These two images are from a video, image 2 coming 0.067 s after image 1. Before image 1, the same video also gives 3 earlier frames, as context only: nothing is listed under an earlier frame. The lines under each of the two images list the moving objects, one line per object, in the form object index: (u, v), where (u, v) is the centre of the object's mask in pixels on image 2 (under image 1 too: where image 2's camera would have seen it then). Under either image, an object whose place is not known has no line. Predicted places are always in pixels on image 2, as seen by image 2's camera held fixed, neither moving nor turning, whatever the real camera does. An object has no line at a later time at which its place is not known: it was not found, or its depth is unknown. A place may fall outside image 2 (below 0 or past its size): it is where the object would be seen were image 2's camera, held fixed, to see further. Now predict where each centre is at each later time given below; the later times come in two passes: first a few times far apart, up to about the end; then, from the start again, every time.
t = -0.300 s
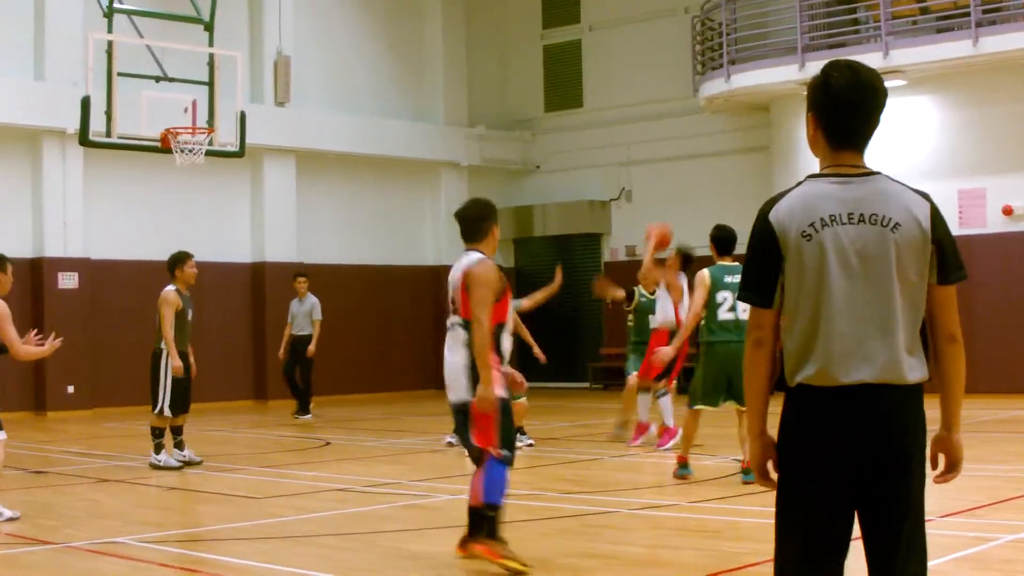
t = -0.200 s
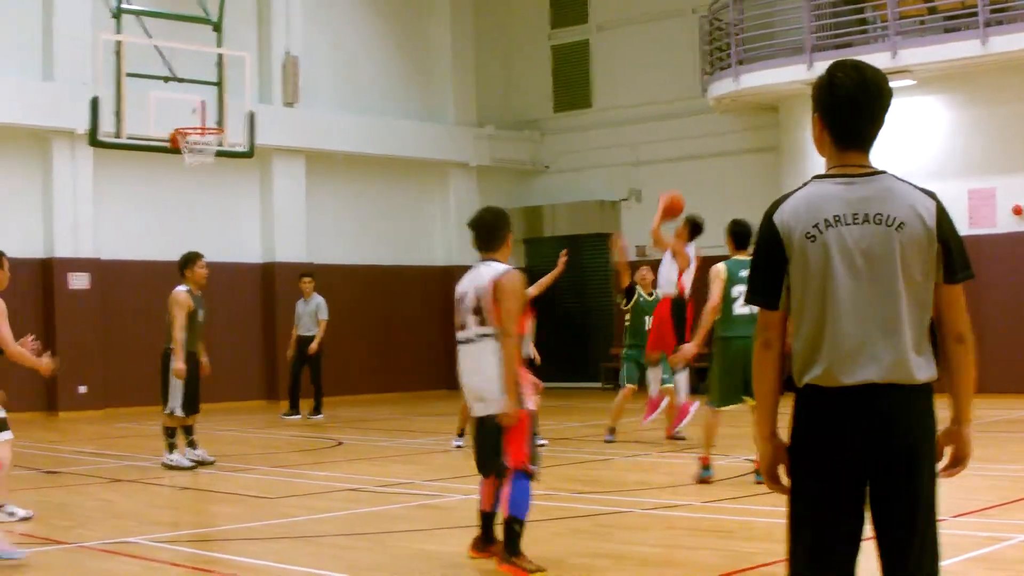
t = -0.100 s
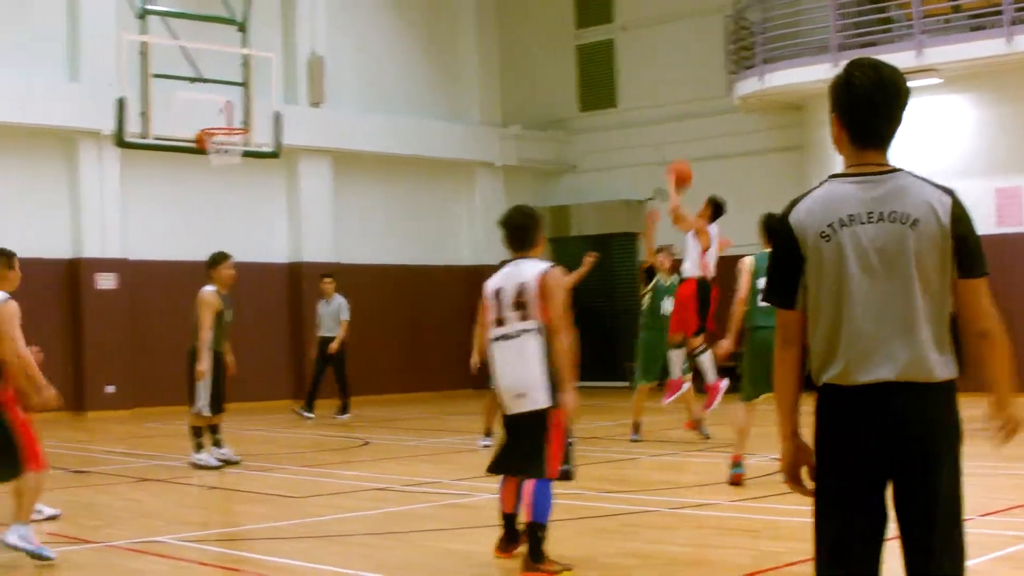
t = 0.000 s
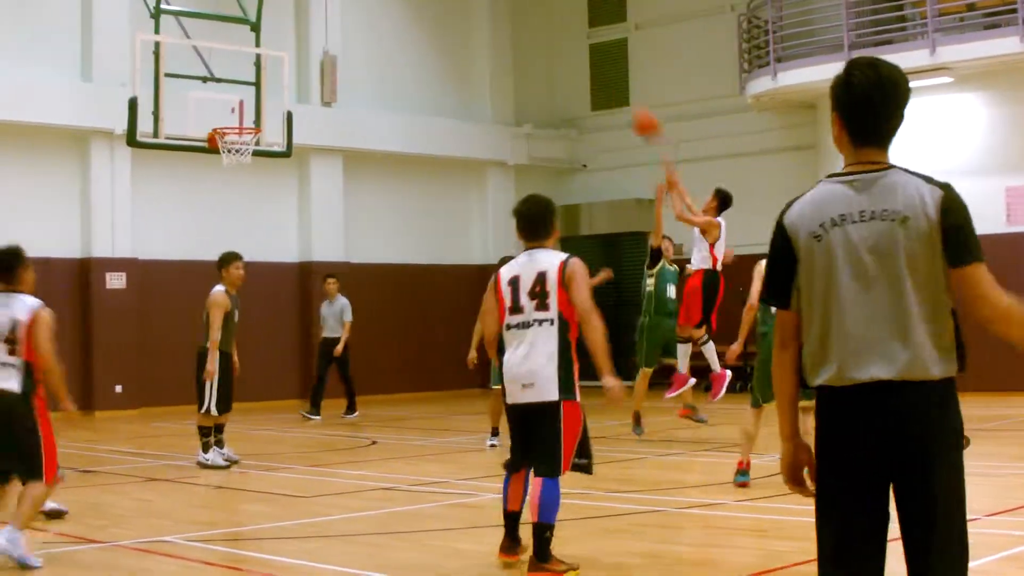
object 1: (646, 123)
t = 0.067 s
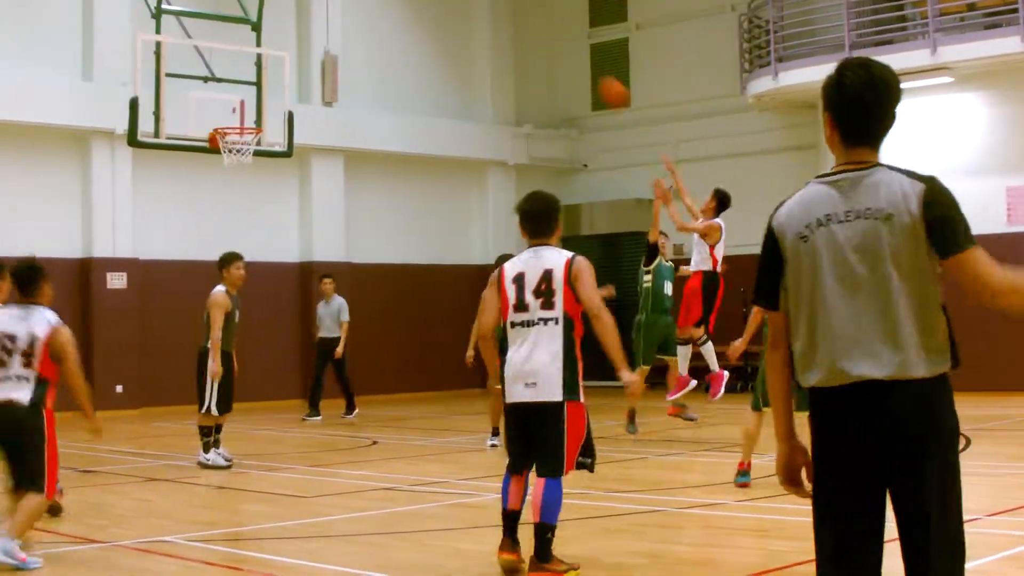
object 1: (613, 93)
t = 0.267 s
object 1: (516, 31)
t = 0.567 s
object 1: (380, 17)
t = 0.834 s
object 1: (265, 81)
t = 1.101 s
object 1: (296, 113)
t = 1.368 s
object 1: (418, 149)
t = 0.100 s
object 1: (598, 81)
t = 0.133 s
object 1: (581, 68)
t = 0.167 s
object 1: (563, 57)
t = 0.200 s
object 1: (547, 48)
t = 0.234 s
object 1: (531, 39)
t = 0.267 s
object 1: (516, 31)
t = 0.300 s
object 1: (500, 25)
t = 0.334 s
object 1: (485, 20)
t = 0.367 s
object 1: (468, 16)
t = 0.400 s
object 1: (454, 14)
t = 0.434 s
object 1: (439, 12)
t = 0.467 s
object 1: (425, 12)
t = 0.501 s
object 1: (409, 12)
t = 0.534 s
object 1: (394, 14)
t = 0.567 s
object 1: (380, 17)
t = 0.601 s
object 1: (364, 22)
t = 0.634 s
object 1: (350, 27)
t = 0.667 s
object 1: (336, 33)
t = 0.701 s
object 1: (321, 41)
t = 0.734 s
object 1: (307, 49)
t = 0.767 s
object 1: (294, 59)
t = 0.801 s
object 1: (279, 69)
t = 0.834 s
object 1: (265, 81)
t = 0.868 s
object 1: (250, 93)
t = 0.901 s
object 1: (237, 107)
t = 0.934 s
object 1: (225, 121)
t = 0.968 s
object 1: (234, 119)
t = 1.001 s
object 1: (251, 117)
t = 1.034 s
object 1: (265, 114)
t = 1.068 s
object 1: (281, 113)
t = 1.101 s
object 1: (296, 113)
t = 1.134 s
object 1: (311, 113)
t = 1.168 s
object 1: (326, 114)
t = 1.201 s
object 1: (341, 118)
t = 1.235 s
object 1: (356, 122)
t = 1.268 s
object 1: (371, 127)
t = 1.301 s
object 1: (387, 132)
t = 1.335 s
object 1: (402, 140)
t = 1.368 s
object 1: (418, 149)
